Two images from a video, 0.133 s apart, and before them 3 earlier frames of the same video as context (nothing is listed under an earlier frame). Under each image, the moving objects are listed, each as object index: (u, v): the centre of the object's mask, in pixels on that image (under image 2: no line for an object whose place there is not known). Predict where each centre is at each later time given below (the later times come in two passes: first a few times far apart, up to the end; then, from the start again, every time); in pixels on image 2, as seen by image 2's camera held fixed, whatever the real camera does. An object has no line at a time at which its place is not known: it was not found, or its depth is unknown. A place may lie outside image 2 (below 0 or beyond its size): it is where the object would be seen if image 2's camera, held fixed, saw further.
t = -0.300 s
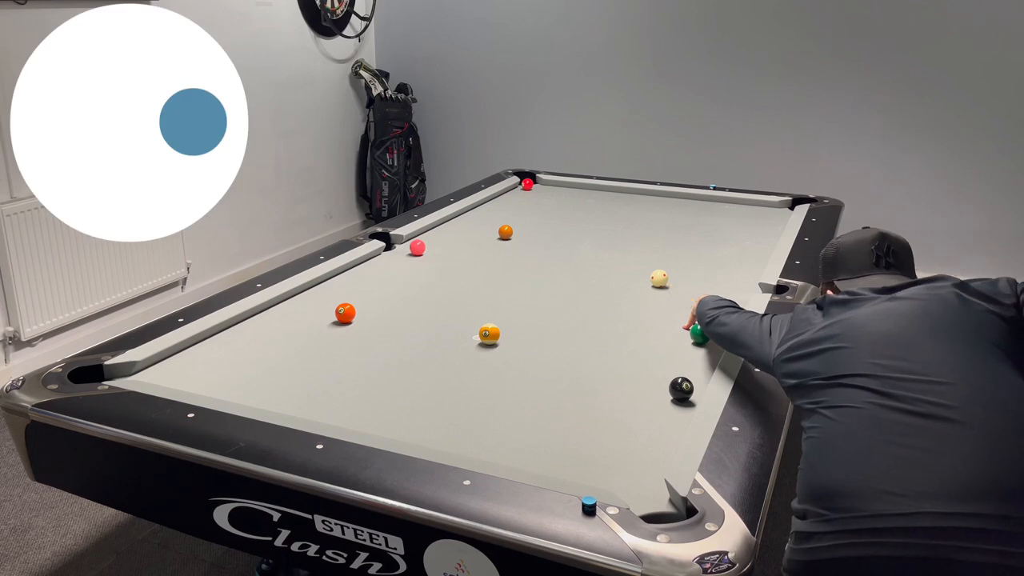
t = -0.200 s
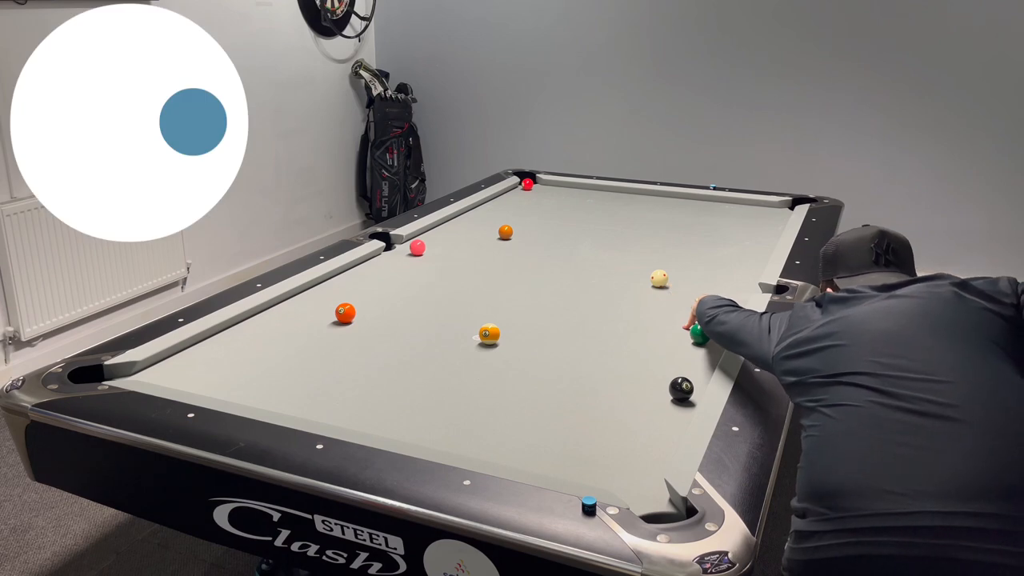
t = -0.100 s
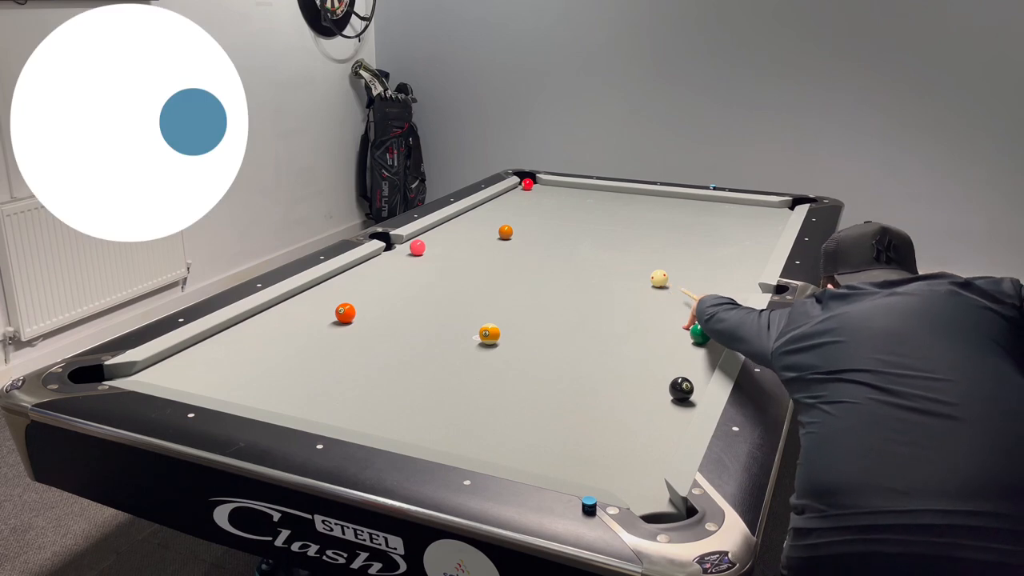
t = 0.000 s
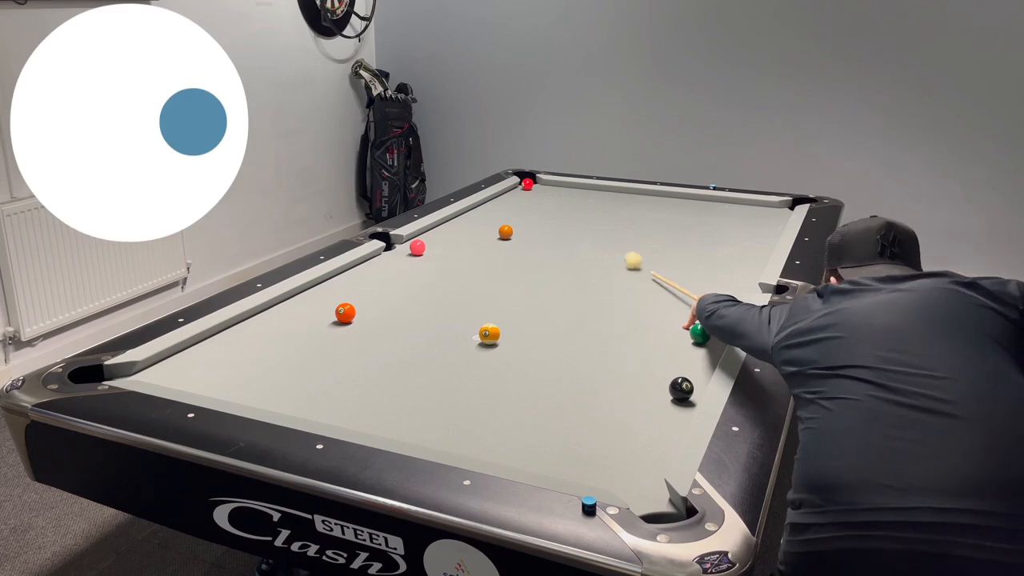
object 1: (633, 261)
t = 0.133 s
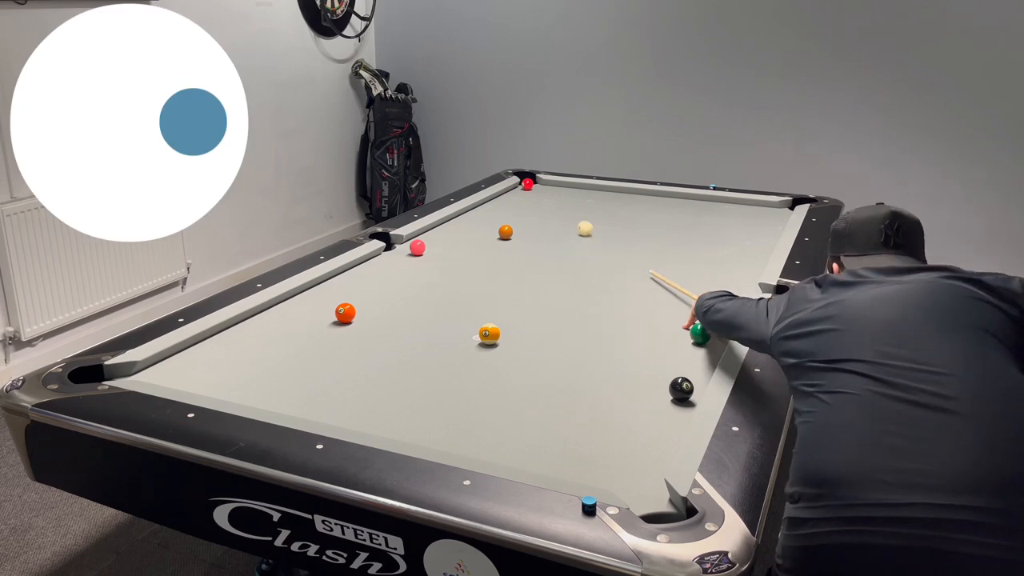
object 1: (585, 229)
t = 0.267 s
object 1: (551, 205)
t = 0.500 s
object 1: (532, 187)
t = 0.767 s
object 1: (585, 186)
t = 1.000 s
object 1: (611, 193)
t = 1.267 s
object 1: (643, 201)
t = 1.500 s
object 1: (671, 208)
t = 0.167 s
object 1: (575, 222)
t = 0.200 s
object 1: (567, 216)
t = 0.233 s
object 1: (558, 211)
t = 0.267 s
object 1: (551, 205)
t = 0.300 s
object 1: (544, 201)
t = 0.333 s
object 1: (537, 196)
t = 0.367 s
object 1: (531, 192)
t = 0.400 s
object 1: (525, 187)
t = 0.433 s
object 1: (518, 186)
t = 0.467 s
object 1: (525, 186)
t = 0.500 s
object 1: (532, 187)
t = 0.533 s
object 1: (540, 187)
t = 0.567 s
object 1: (548, 187)
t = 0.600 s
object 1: (555, 187)
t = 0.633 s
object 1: (562, 187)
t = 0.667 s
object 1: (569, 186)
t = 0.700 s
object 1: (575, 186)
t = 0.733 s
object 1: (582, 185)
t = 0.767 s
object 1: (585, 186)
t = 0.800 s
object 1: (589, 187)
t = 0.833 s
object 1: (592, 188)
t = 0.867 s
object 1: (596, 189)
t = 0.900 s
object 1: (600, 190)
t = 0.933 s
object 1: (604, 191)
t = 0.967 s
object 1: (607, 192)
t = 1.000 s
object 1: (611, 193)
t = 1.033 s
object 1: (615, 194)
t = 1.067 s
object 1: (619, 195)
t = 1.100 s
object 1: (623, 196)
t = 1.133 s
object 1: (627, 197)
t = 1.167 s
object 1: (631, 198)
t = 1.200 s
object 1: (634, 199)
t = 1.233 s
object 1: (638, 200)
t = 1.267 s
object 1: (643, 201)
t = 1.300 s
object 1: (646, 202)
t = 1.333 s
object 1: (650, 203)
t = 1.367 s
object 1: (655, 204)
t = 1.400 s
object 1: (659, 205)
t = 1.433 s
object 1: (663, 206)
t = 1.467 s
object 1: (667, 207)
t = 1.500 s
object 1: (671, 208)
